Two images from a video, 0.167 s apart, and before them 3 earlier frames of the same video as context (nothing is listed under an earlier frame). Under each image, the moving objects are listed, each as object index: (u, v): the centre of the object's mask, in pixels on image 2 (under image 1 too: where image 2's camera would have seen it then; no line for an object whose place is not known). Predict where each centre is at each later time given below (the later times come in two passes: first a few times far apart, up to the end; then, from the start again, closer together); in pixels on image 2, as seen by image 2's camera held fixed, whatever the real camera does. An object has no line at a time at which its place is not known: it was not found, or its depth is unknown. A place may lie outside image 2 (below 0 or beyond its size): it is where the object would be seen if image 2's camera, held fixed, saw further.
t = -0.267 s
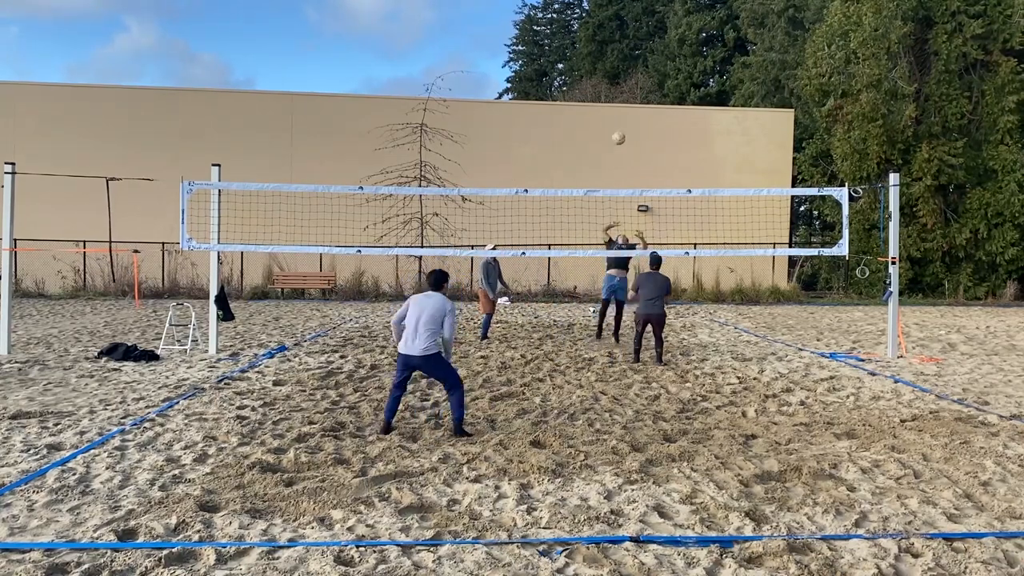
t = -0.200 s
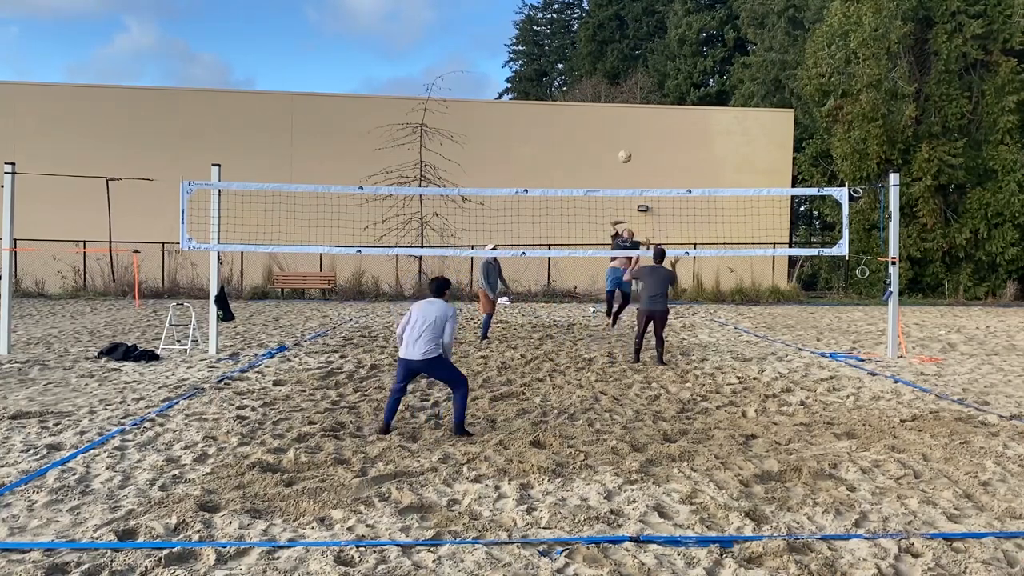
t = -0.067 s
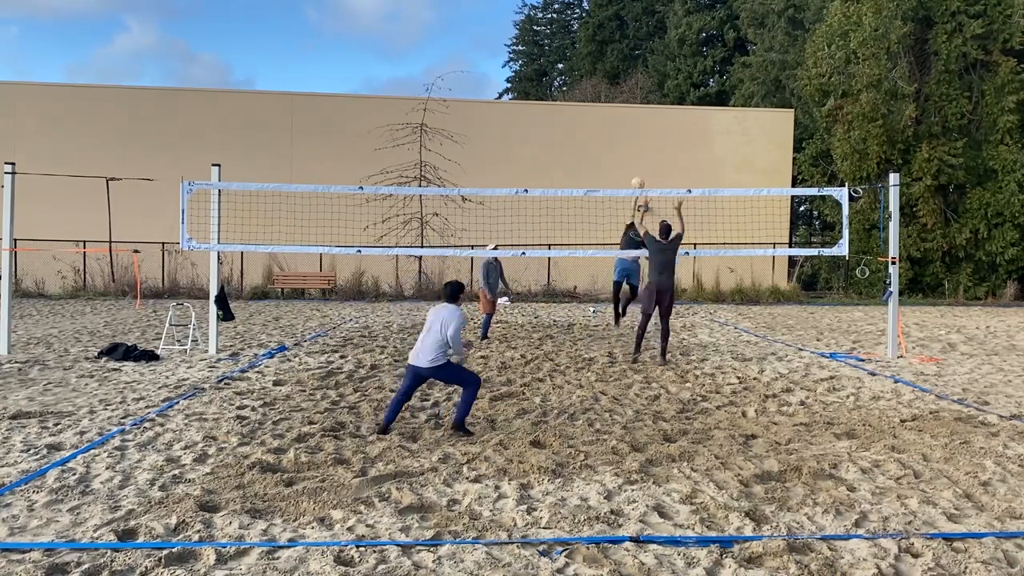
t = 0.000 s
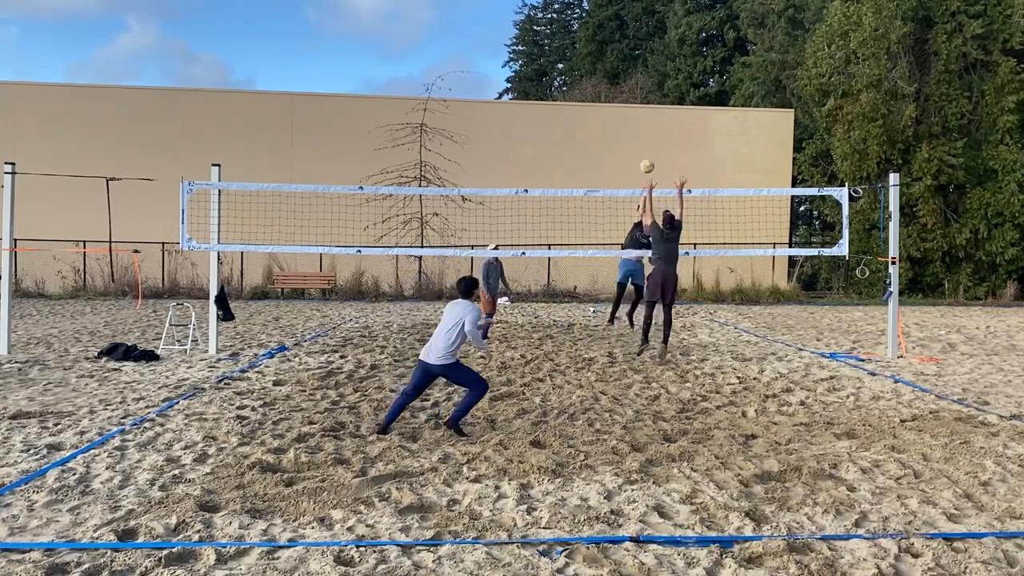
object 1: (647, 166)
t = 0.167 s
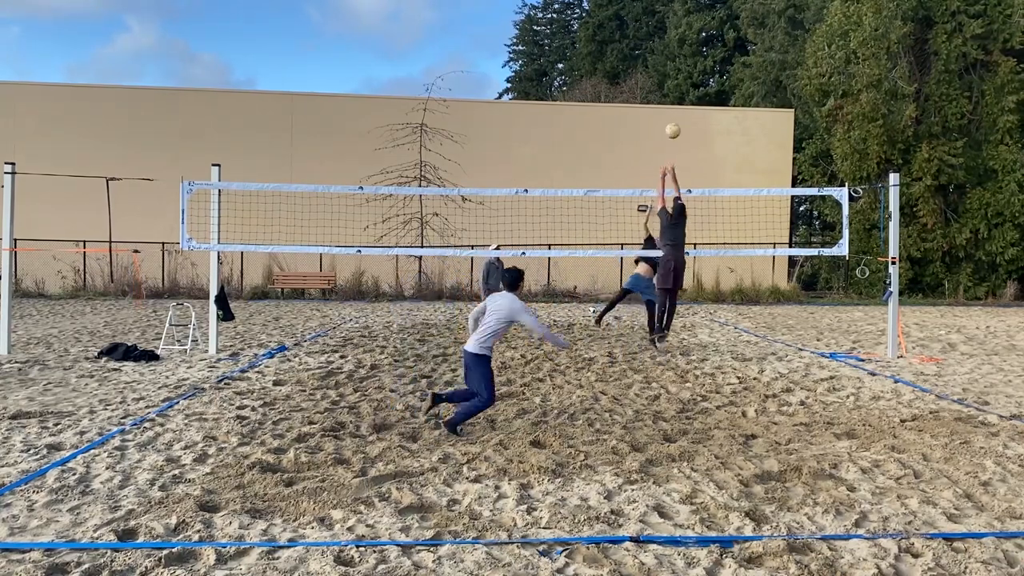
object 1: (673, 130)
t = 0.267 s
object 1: (689, 117)
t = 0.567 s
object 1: (751, 122)
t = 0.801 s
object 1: (812, 193)
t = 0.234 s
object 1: (684, 121)
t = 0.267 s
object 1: (689, 117)
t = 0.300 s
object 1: (695, 114)
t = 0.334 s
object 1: (702, 112)
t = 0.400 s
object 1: (715, 110)
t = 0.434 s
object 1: (722, 110)
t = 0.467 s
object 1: (728, 111)
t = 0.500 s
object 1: (736, 114)
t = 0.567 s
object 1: (751, 122)
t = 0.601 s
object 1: (759, 128)
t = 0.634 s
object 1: (767, 135)
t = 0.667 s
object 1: (775, 144)
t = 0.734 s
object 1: (793, 164)
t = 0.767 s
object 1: (802, 178)
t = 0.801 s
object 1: (812, 193)
